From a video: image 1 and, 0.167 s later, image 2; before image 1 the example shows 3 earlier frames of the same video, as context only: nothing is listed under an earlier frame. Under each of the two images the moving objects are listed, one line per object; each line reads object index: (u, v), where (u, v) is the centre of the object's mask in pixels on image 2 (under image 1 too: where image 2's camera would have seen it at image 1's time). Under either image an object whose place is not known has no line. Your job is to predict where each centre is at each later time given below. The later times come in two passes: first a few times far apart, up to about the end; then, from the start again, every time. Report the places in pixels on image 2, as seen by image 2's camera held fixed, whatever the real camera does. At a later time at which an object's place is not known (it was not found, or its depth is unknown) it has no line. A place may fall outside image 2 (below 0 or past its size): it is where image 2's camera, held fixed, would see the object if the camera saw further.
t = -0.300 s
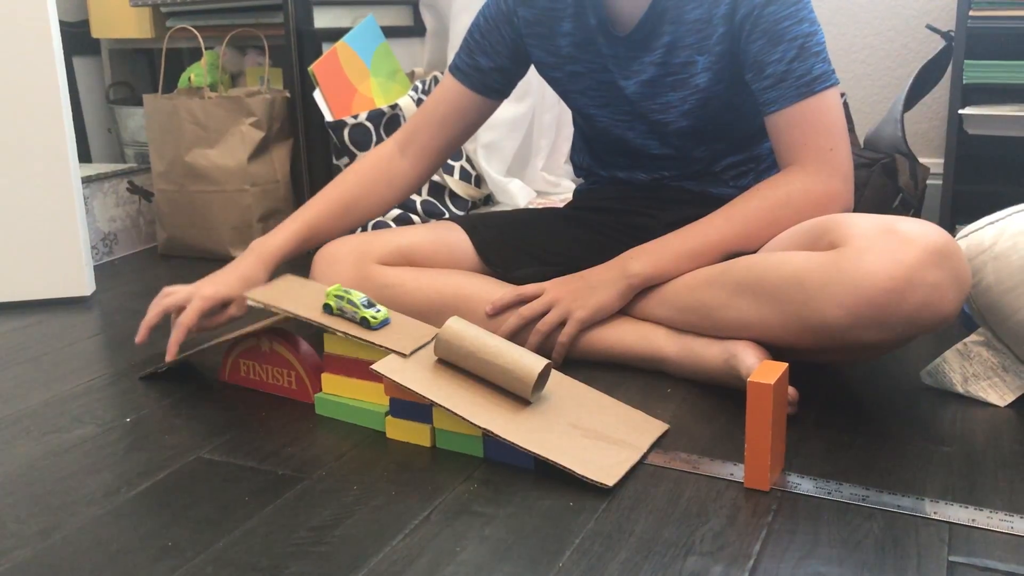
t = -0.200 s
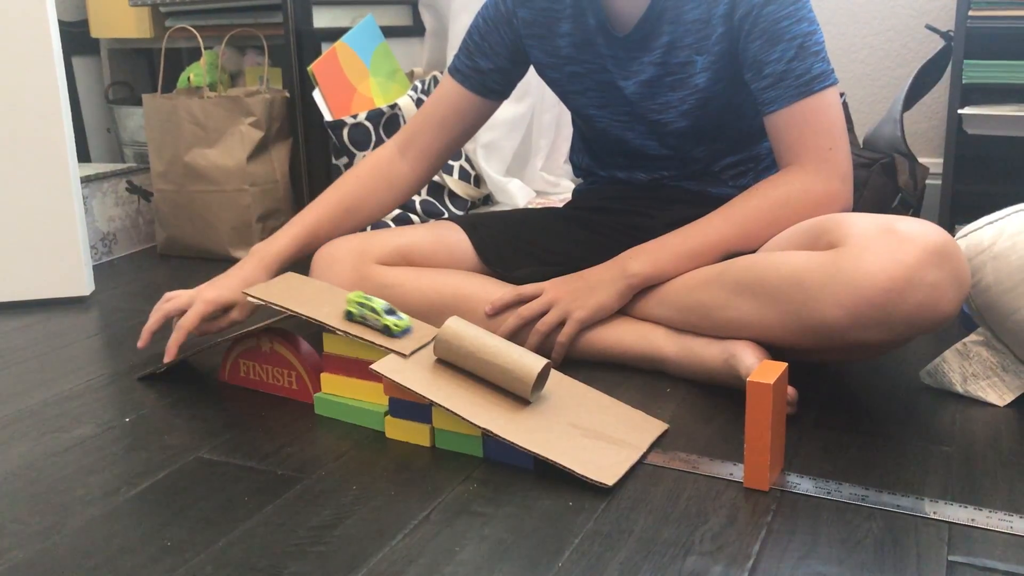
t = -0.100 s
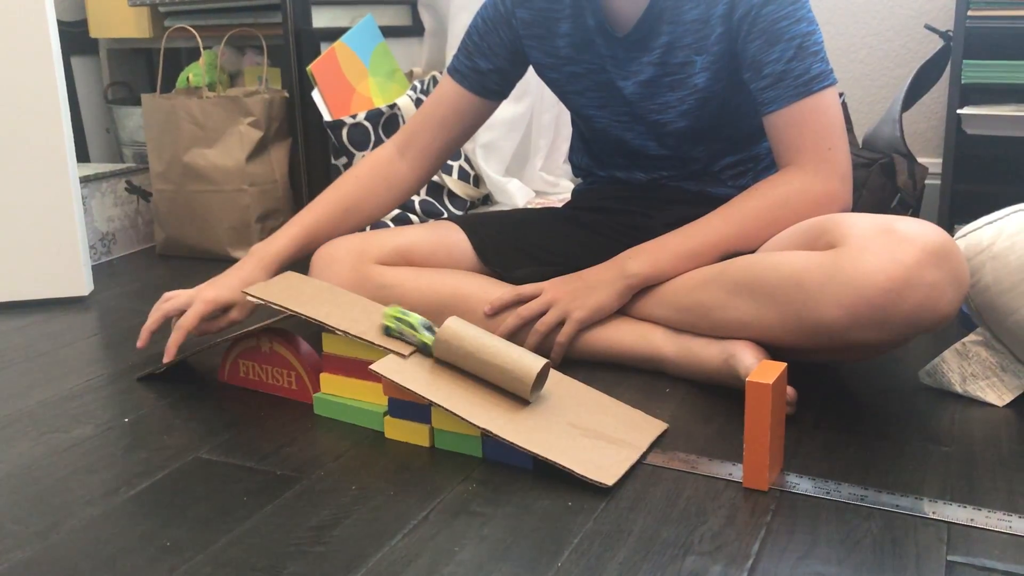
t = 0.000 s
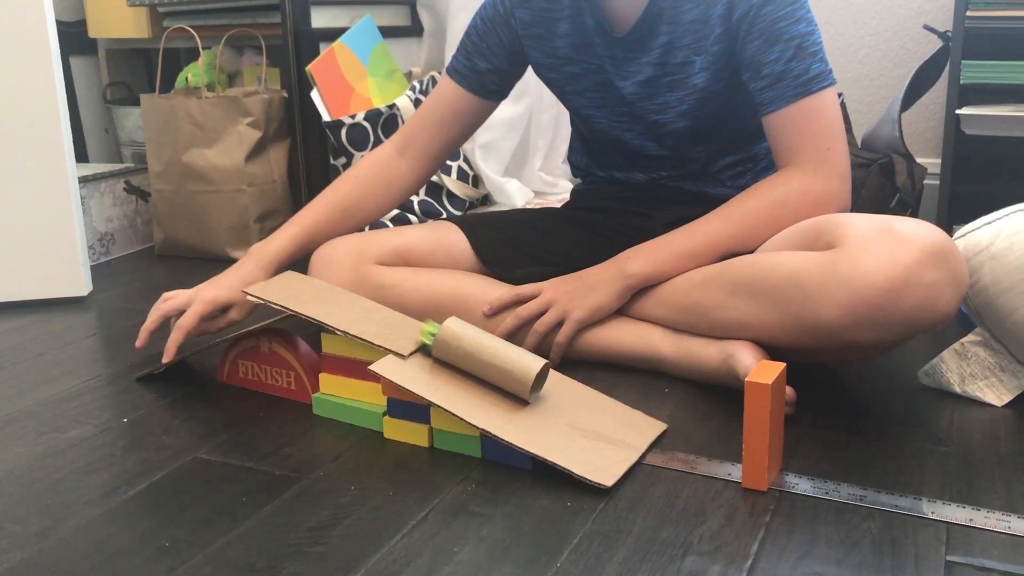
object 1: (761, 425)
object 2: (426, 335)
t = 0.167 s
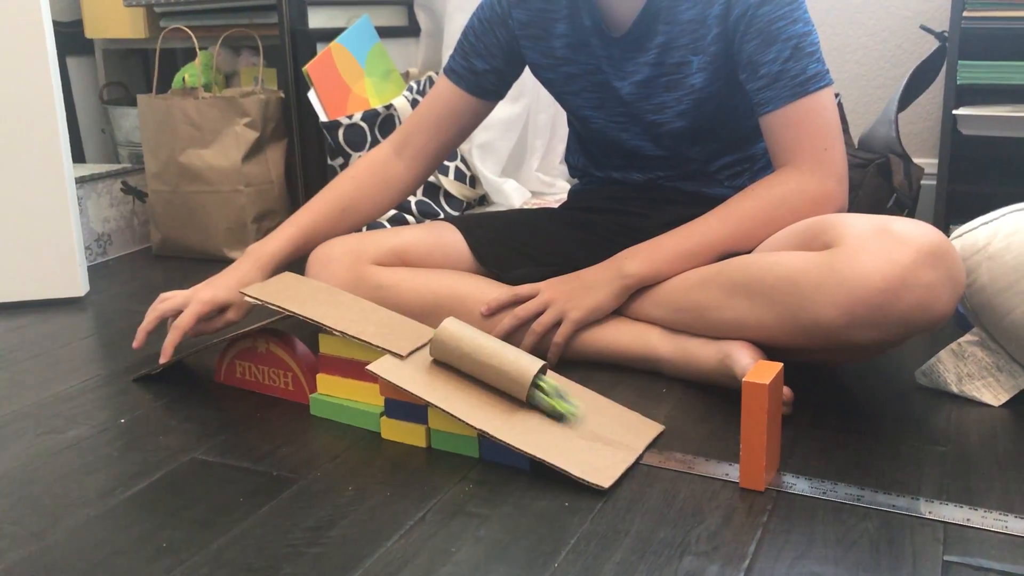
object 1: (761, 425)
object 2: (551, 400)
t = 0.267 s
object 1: (761, 425)
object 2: (637, 441)
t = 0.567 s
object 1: (821, 446)
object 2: (776, 499)
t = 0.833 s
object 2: (786, 513)
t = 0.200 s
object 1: (761, 425)
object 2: (568, 408)
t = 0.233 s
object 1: (761, 425)
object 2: (600, 424)
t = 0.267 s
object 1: (761, 425)
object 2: (637, 441)
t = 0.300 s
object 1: (761, 425)
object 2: (670, 453)
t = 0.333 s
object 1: (762, 426)
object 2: (699, 461)
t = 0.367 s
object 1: (770, 426)
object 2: (718, 466)
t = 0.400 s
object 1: (777, 431)
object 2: (735, 473)
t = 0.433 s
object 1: (780, 440)
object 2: (749, 478)
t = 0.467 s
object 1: (794, 453)
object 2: (761, 483)
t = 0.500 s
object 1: (808, 446)
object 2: (766, 487)
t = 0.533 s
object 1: (815, 446)
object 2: (771, 492)
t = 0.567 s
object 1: (821, 446)
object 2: (776, 499)
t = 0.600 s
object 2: (780, 503)
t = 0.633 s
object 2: (782, 507)
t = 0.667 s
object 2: (784, 510)
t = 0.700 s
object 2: (785, 513)
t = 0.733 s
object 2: (786, 513)
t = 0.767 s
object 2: (786, 514)
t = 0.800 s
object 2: (786, 514)
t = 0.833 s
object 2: (786, 513)
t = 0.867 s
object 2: (786, 513)
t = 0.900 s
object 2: (786, 514)
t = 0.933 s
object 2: (786, 513)
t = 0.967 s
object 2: (787, 513)
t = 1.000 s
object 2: (787, 513)
